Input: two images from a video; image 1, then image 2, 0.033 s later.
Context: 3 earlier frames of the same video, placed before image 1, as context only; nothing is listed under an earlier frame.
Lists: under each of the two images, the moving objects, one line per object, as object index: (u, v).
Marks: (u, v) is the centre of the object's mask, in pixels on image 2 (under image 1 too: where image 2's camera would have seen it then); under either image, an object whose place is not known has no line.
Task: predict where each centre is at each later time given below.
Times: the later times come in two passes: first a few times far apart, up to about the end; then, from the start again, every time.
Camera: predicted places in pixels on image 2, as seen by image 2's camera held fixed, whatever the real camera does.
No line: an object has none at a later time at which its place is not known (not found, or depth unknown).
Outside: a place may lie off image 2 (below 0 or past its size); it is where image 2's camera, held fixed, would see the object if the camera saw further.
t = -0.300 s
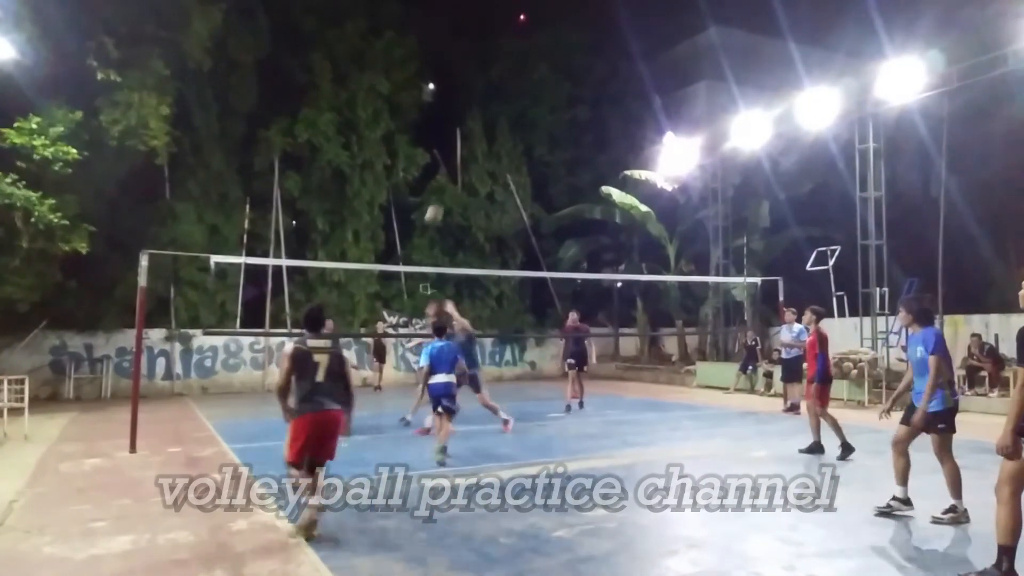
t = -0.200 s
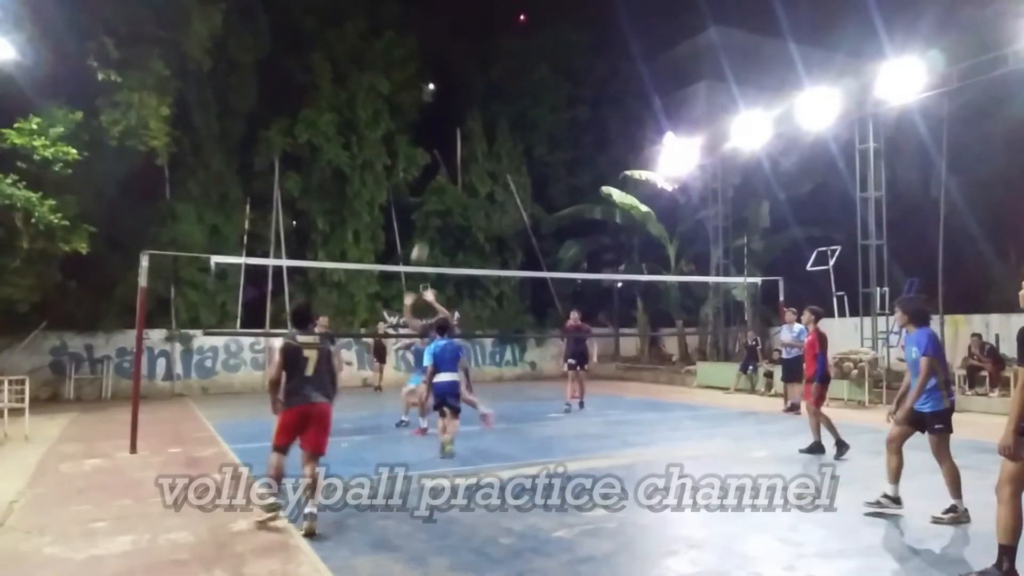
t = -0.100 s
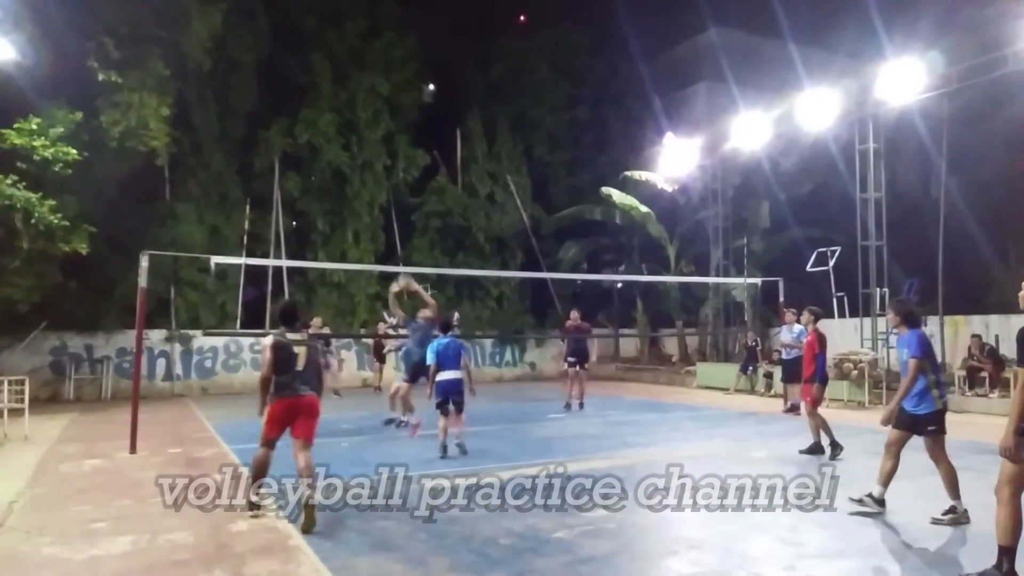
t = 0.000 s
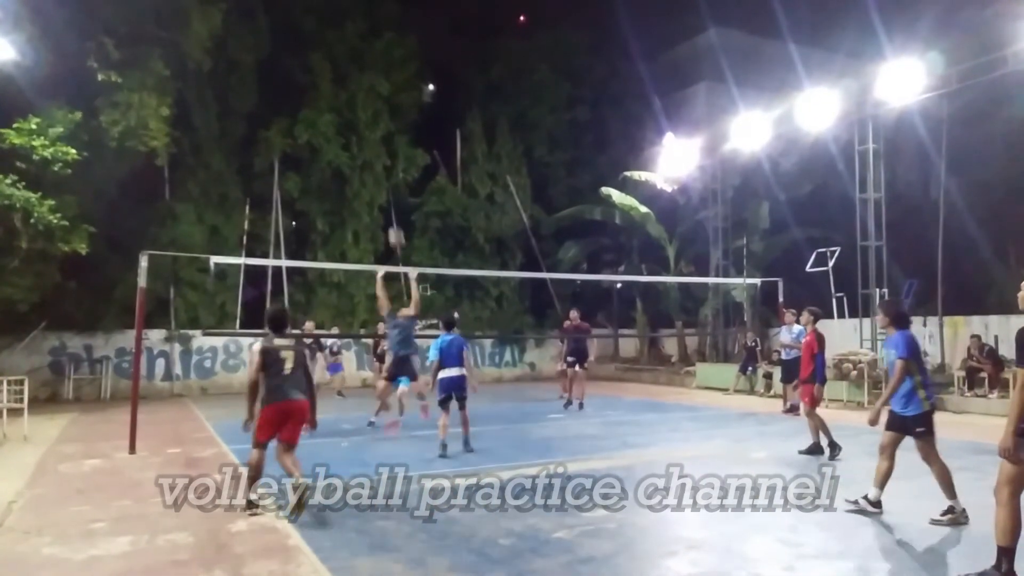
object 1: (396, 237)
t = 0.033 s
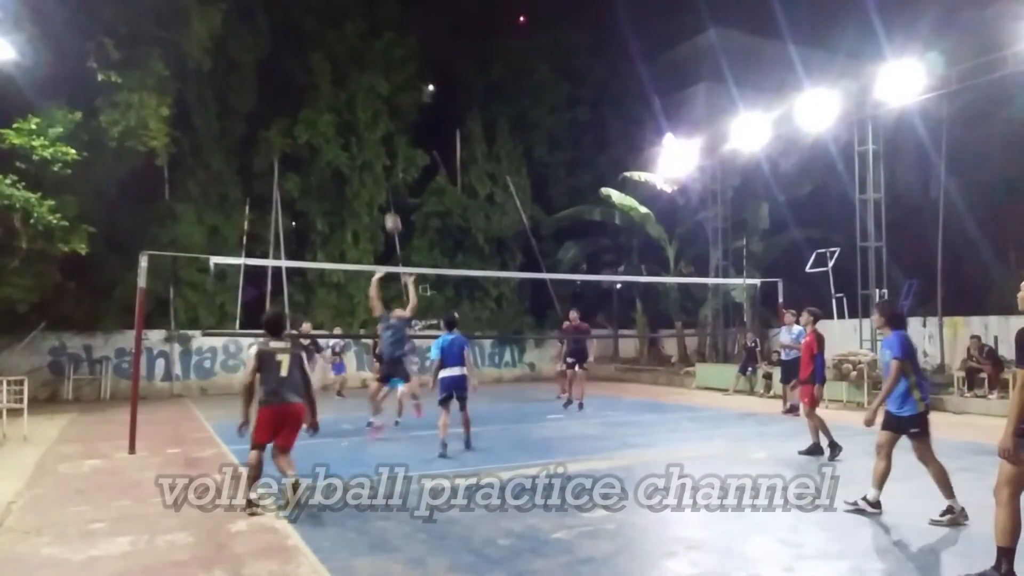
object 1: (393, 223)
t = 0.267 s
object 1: (370, 141)
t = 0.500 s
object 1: (350, 96)
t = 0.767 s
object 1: (326, 94)
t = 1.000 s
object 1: (305, 139)
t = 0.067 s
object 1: (389, 209)
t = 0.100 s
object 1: (386, 196)
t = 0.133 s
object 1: (383, 184)
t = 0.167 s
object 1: (380, 171)
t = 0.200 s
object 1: (377, 161)
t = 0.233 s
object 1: (374, 151)
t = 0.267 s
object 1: (370, 141)
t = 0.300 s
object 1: (368, 132)
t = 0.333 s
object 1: (365, 124)
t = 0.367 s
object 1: (362, 117)
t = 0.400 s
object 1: (359, 111)
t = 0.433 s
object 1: (356, 105)
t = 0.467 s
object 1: (353, 100)
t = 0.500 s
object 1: (350, 96)
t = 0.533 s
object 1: (347, 93)
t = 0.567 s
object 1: (344, 90)
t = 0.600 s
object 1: (341, 89)
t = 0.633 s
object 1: (338, 88)
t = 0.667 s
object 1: (335, 88)
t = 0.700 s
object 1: (332, 89)
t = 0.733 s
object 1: (329, 91)
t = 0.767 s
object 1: (326, 94)
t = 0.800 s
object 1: (323, 97)
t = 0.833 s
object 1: (320, 102)
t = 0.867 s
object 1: (317, 107)
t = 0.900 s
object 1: (314, 114)
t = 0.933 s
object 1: (311, 121)
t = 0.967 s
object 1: (308, 130)
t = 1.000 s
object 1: (305, 139)
